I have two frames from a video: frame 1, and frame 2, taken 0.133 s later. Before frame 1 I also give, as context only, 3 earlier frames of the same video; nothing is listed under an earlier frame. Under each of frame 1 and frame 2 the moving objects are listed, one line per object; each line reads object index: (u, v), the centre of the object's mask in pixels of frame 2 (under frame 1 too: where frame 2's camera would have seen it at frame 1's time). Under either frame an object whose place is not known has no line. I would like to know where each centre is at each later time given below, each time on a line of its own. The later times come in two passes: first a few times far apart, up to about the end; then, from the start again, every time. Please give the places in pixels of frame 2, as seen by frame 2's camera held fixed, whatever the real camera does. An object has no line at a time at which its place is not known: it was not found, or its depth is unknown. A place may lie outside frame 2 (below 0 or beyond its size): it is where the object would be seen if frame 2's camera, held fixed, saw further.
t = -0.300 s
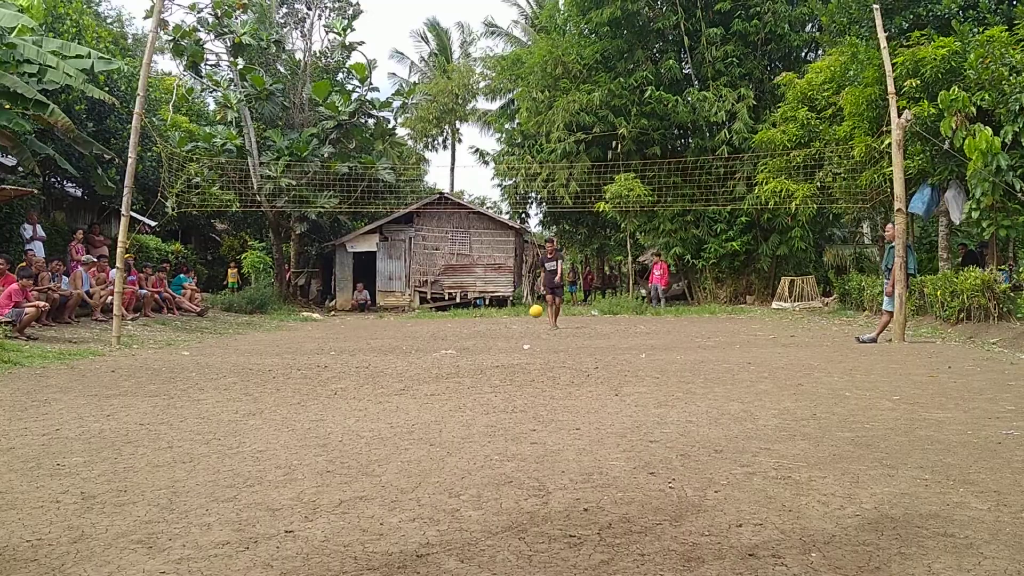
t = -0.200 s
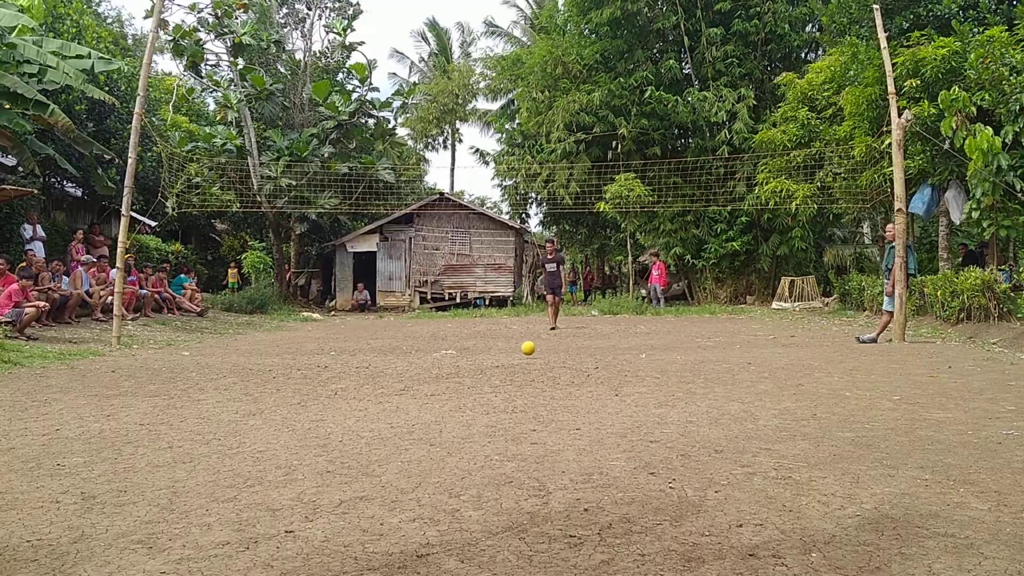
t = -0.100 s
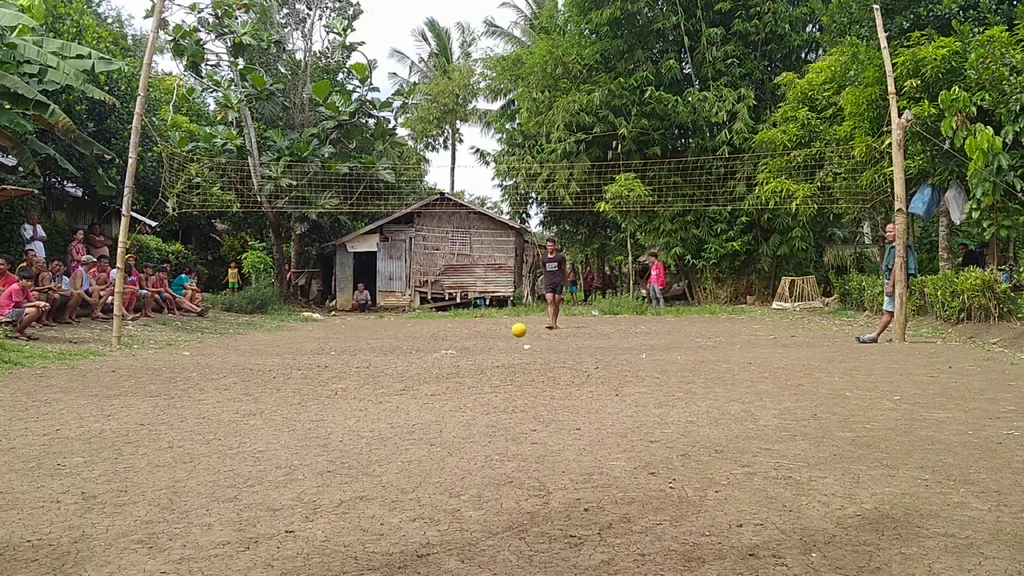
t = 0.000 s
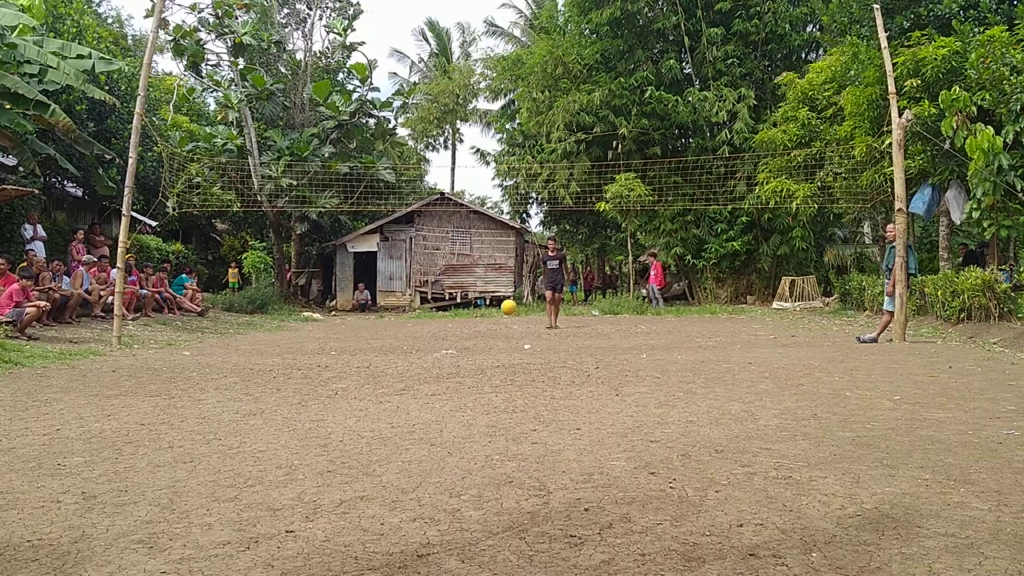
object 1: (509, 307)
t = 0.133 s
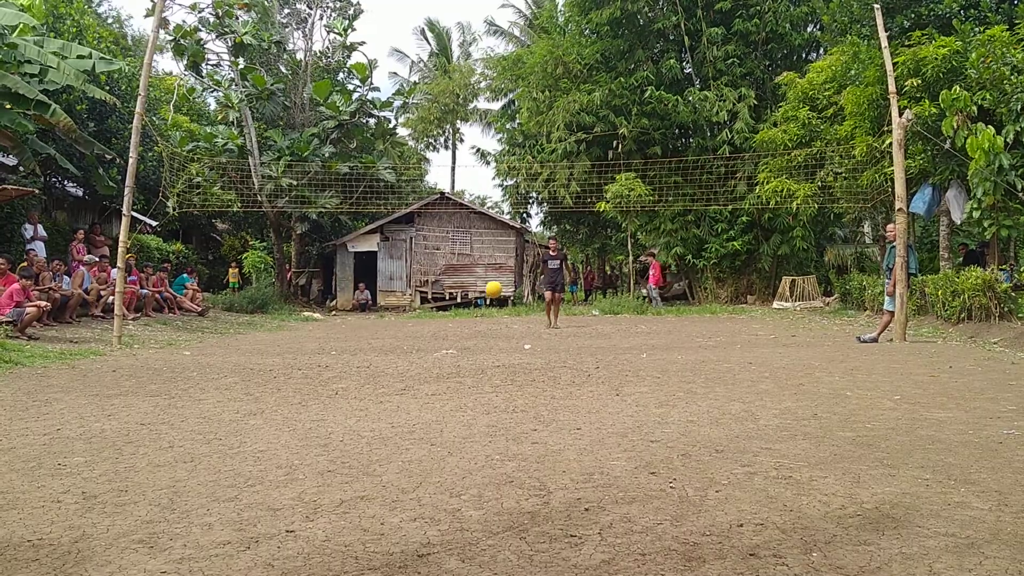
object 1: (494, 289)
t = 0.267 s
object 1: (476, 290)
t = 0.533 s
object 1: (432, 368)
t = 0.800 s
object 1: (376, 351)
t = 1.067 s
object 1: (288, 412)
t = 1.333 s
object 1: (129, 445)
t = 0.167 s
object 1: (489, 288)
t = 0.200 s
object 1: (485, 287)
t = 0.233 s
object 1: (481, 287)
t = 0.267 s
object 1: (476, 290)
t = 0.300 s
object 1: (471, 293)
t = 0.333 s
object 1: (466, 299)
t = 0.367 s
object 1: (461, 305)
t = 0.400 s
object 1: (456, 314)
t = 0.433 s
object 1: (451, 324)
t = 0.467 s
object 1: (445, 336)
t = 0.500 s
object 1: (439, 351)
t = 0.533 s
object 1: (432, 368)
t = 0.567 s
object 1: (426, 387)
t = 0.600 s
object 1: (420, 393)
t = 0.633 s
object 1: (414, 382)
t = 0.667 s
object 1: (407, 373)
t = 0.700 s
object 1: (400, 366)
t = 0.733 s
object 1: (392, 359)
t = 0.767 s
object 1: (385, 354)
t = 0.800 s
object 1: (376, 351)
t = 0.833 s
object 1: (368, 350)
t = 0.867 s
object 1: (358, 350)
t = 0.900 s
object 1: (349, 353)
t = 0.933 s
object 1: (338, 359)
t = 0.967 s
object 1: (327, 367)
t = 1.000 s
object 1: (315, 378)
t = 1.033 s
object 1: (302, 393)
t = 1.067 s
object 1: (288, 412)
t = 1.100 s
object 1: (273, 436)
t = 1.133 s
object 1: (256, 465)
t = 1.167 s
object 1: (238, 484)
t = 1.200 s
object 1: (220, 471)
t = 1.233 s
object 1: (200, 461)
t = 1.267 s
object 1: (178, 453)
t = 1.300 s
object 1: (155, 448)
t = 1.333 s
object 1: (129, 445)
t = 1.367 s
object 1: (99, 447)
